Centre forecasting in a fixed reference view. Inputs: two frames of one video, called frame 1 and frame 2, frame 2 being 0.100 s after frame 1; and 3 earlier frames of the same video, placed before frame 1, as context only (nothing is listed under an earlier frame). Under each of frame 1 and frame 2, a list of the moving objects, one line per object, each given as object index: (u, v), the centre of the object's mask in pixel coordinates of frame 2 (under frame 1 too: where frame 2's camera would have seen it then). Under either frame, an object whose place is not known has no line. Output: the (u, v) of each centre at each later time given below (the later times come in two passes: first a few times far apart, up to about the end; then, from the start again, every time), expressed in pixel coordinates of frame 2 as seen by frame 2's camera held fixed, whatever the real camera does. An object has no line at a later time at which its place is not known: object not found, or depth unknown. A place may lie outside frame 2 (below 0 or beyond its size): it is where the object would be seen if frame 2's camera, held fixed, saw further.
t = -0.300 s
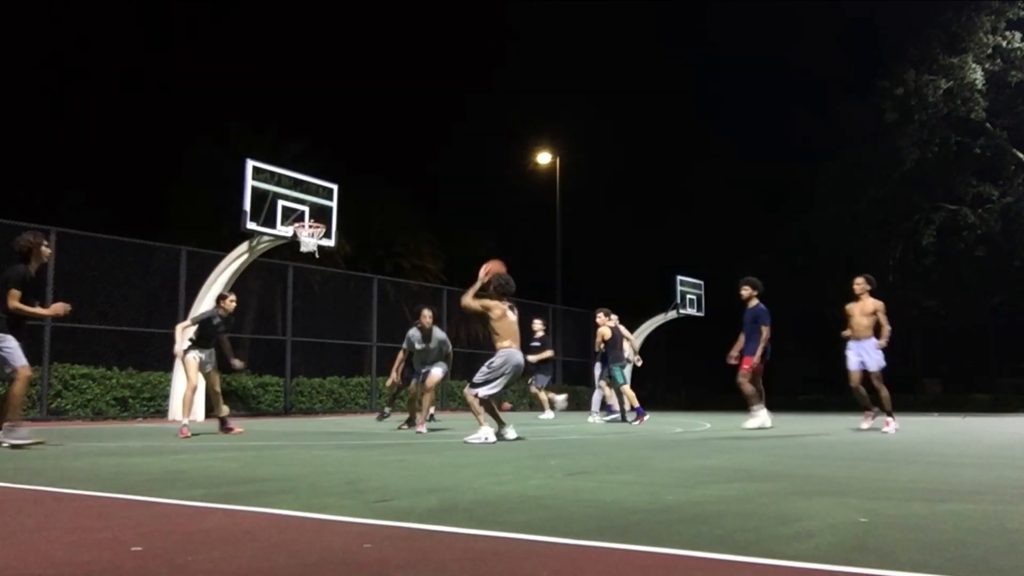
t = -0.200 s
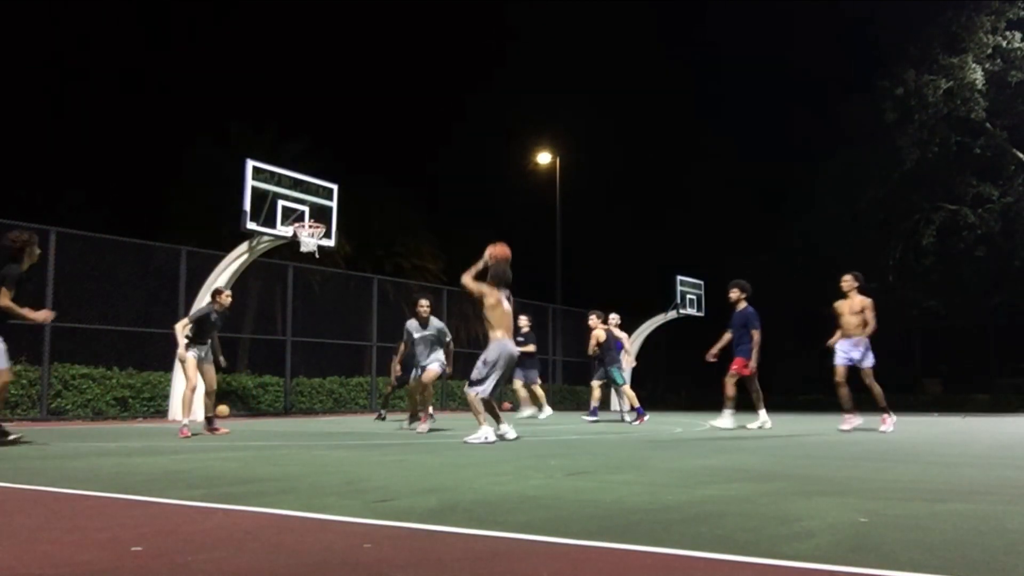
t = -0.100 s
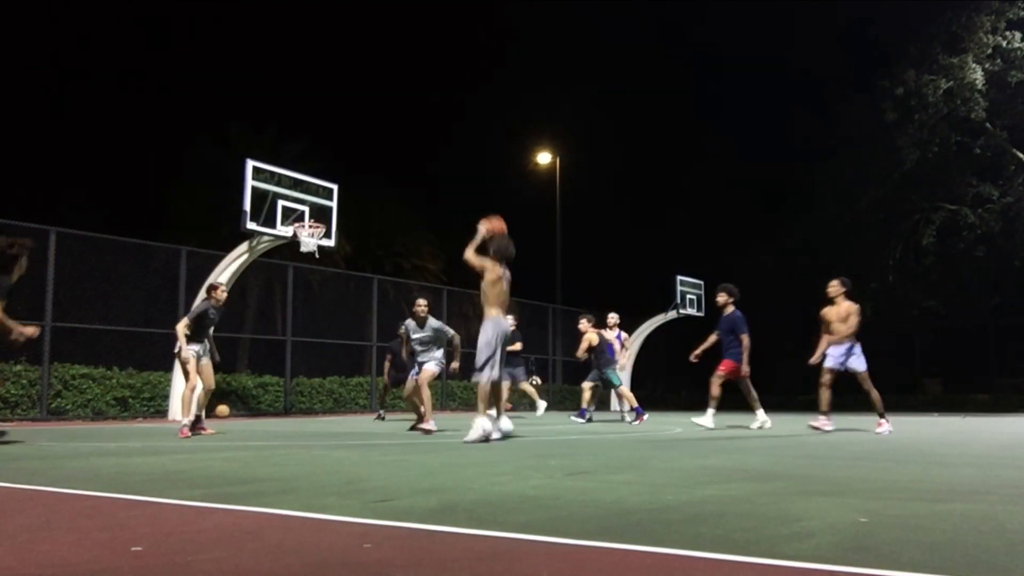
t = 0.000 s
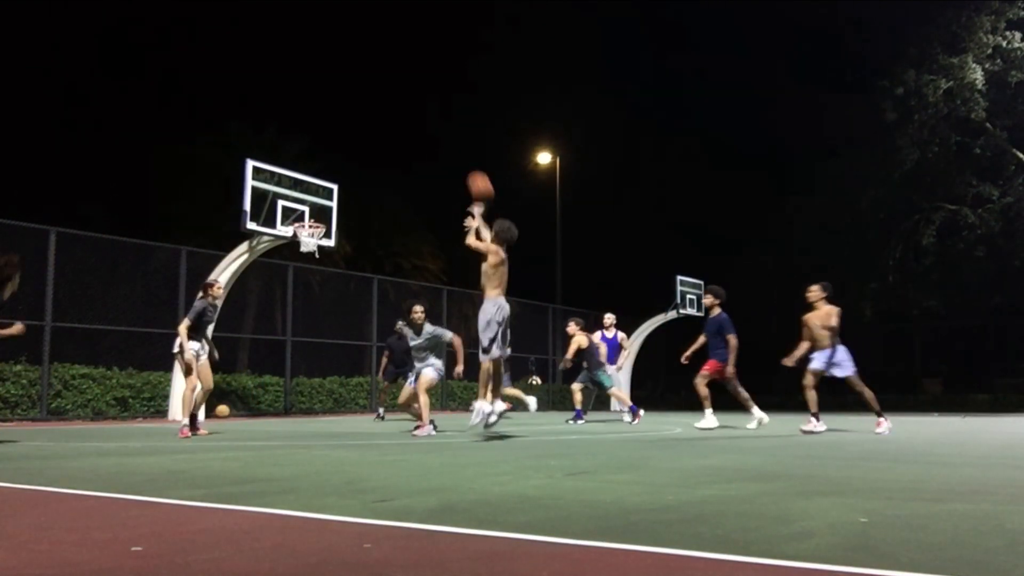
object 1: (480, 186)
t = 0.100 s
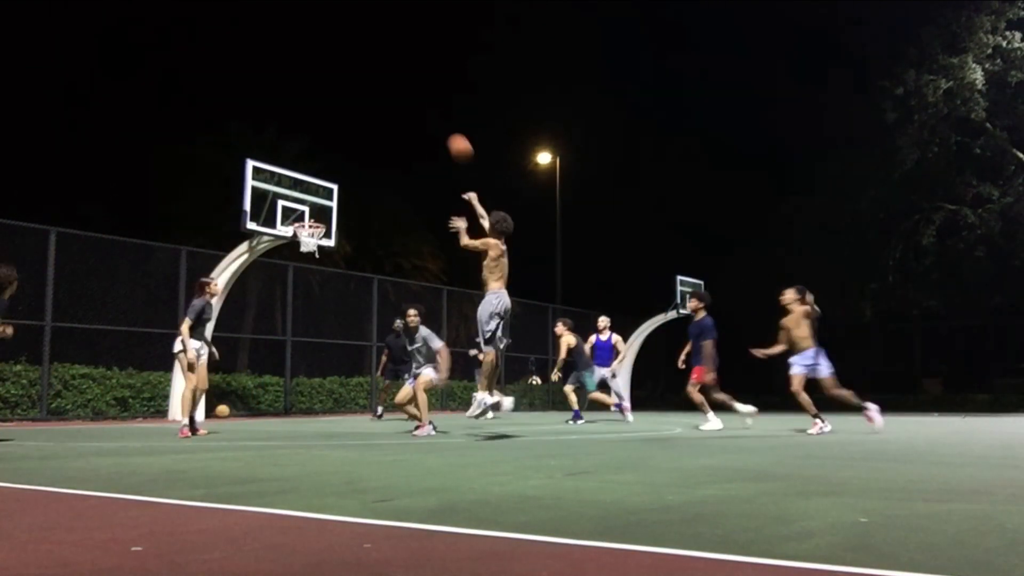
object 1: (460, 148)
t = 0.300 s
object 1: (425, 105)
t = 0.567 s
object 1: (388, 104)
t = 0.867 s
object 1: (355, 158)
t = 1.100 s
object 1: (332, 229)
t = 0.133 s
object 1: (454, 138)
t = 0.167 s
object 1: (447, 129)
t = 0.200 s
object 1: (441, 121)
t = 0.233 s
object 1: (436, 115)
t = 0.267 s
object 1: (431, 110)
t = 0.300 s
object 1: (425, 105)
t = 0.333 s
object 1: (420, 102)
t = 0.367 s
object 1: (416, 100)
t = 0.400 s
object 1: (411, 98)
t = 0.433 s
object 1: (406, 98)
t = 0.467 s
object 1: (401, 99)
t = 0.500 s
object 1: (397, 100)
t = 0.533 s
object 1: (393, 102)
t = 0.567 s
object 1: (388, 104)
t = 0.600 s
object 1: (384, 108)
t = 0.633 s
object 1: (380, 112)
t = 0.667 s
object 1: (376, 116)
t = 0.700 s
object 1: (373, 122)
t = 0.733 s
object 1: (369, 128)
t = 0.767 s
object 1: (365, 134)
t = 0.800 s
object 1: (361, 142)
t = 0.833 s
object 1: (358, 149)
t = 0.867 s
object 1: (355, 158)
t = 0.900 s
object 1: (351, 166)
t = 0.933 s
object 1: (348, 175)
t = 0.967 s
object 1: (345, 185)
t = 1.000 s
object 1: (342, 195)
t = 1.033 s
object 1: (340, 206)
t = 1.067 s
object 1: (336, 217)
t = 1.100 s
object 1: (332, 229)
